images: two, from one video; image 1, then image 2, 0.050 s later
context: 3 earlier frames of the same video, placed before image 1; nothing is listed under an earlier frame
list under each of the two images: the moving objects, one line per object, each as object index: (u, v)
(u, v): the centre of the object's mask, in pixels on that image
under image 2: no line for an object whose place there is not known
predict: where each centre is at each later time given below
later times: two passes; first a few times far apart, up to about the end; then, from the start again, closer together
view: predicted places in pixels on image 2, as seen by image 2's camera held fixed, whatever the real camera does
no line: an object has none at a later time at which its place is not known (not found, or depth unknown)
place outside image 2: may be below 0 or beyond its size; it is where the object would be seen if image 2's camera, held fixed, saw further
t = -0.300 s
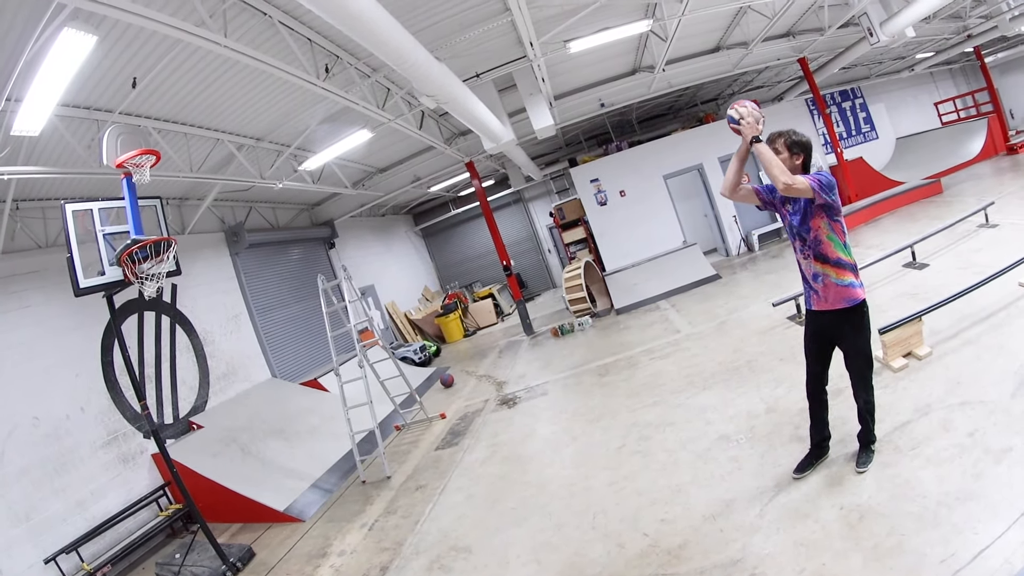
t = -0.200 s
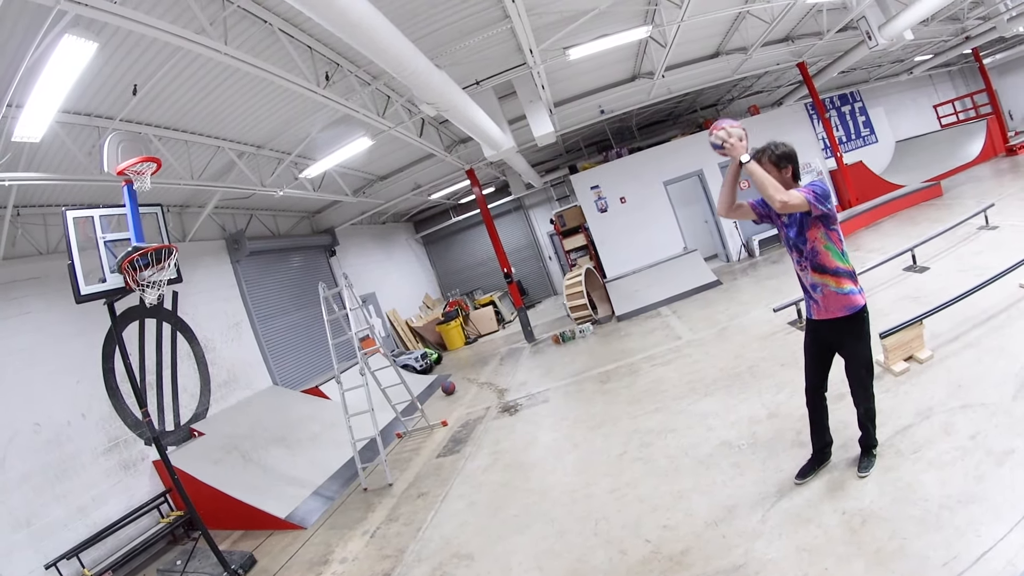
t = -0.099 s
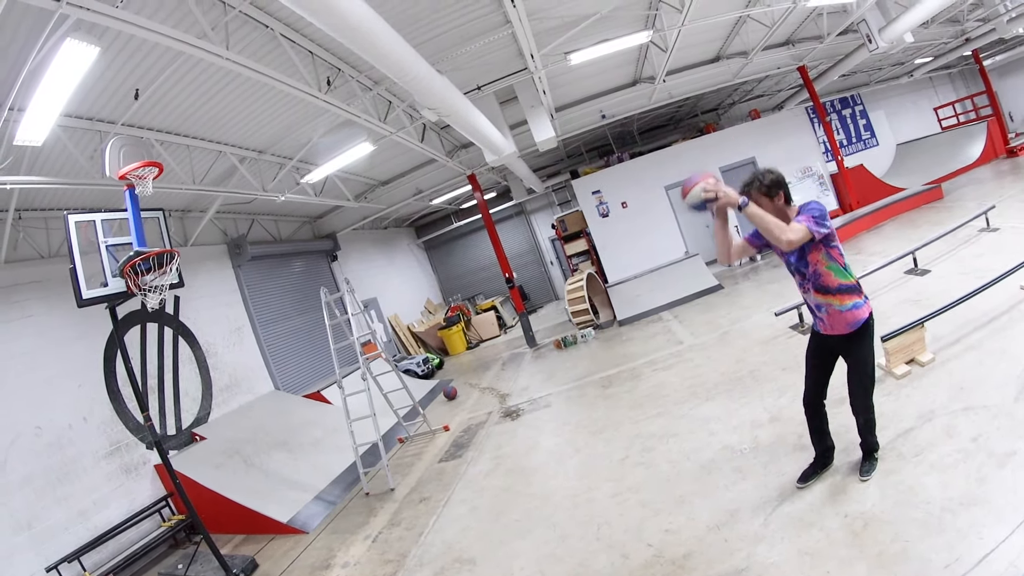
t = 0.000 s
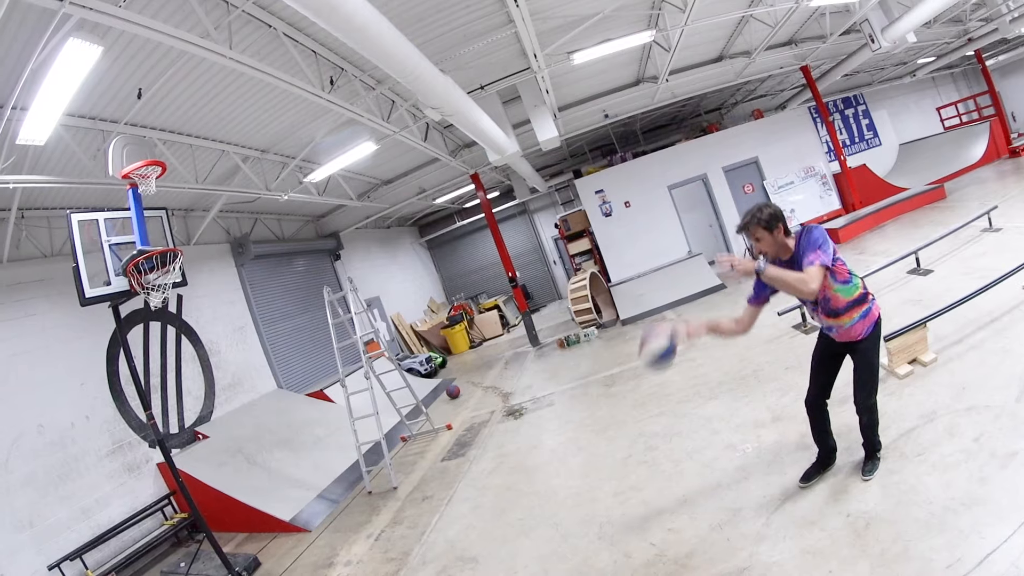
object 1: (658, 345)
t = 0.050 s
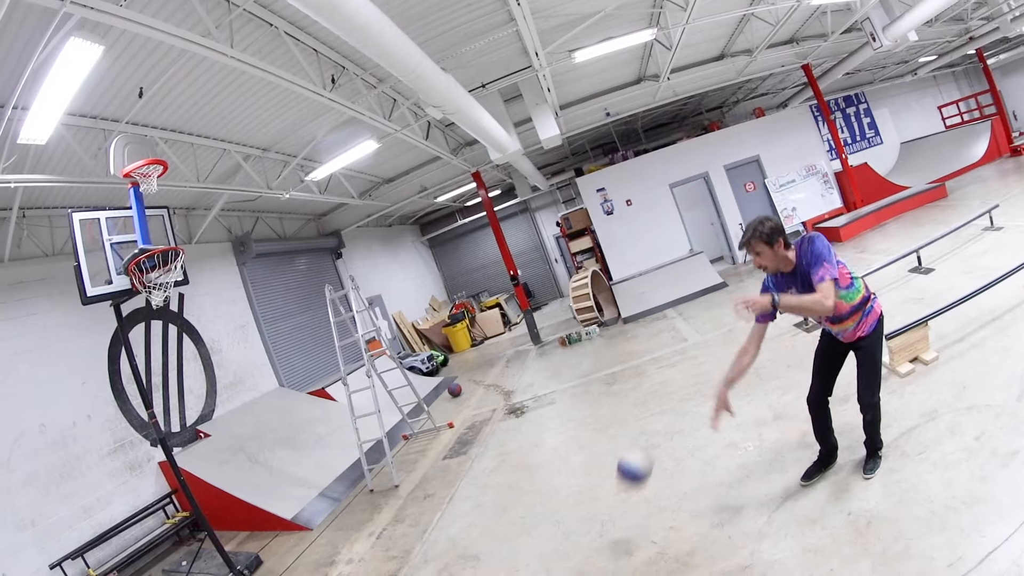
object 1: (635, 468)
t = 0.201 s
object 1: (525, 439)
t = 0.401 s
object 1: (368, 216)
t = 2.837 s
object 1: (438, 484)
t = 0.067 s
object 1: (625, 503)
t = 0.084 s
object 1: (617, 536)
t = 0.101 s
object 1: (608, 556)
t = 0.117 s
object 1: (596, 537)
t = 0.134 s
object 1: (583, 520)
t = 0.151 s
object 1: (569, 501)
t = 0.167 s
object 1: (555, 482)
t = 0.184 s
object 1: (540, 461)
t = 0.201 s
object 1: (525, 439)
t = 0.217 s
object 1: (511, 418)
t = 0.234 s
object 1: (496, 397)
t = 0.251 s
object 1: (482, 375)
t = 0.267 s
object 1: (467, 353)
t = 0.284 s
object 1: (454, 336)
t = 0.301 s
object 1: (442, 316)
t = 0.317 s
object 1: (425, 298)
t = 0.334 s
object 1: (413, 279)
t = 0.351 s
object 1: (401, 261)
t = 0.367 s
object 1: (389, 245)
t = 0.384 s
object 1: (379, 230)
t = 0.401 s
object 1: (368, 216)
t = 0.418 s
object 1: (355, 201)
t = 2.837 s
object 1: (438, 484)
